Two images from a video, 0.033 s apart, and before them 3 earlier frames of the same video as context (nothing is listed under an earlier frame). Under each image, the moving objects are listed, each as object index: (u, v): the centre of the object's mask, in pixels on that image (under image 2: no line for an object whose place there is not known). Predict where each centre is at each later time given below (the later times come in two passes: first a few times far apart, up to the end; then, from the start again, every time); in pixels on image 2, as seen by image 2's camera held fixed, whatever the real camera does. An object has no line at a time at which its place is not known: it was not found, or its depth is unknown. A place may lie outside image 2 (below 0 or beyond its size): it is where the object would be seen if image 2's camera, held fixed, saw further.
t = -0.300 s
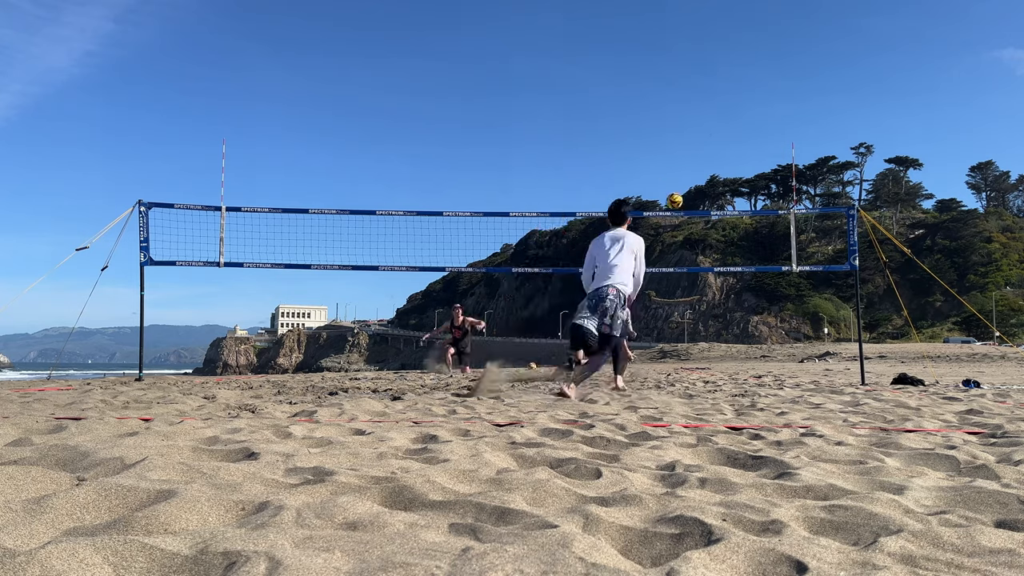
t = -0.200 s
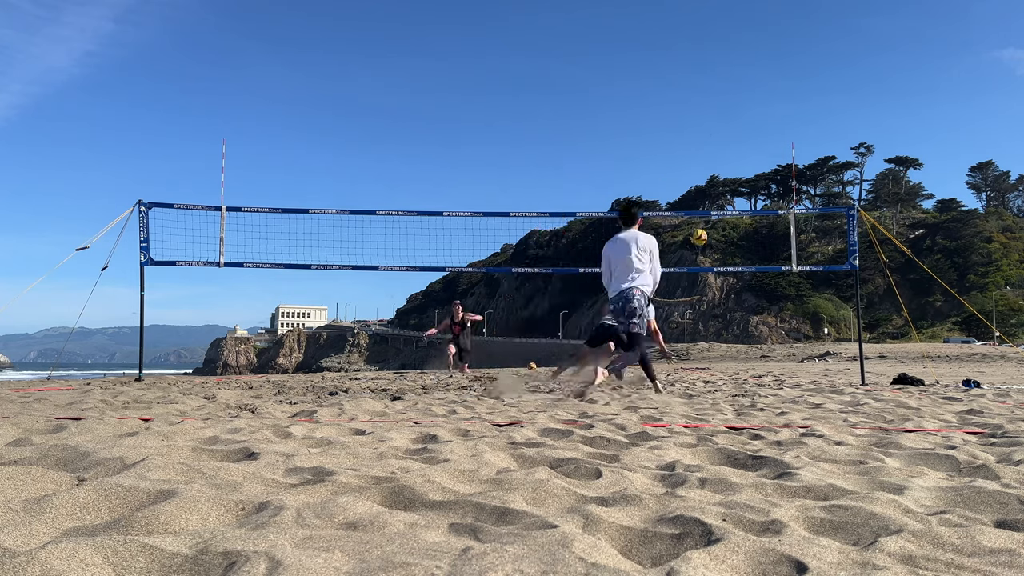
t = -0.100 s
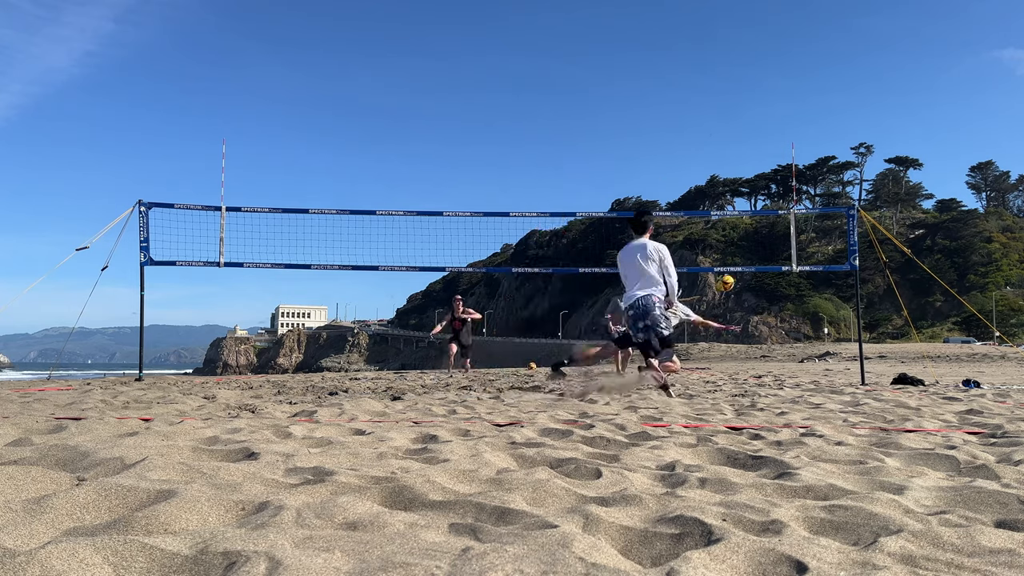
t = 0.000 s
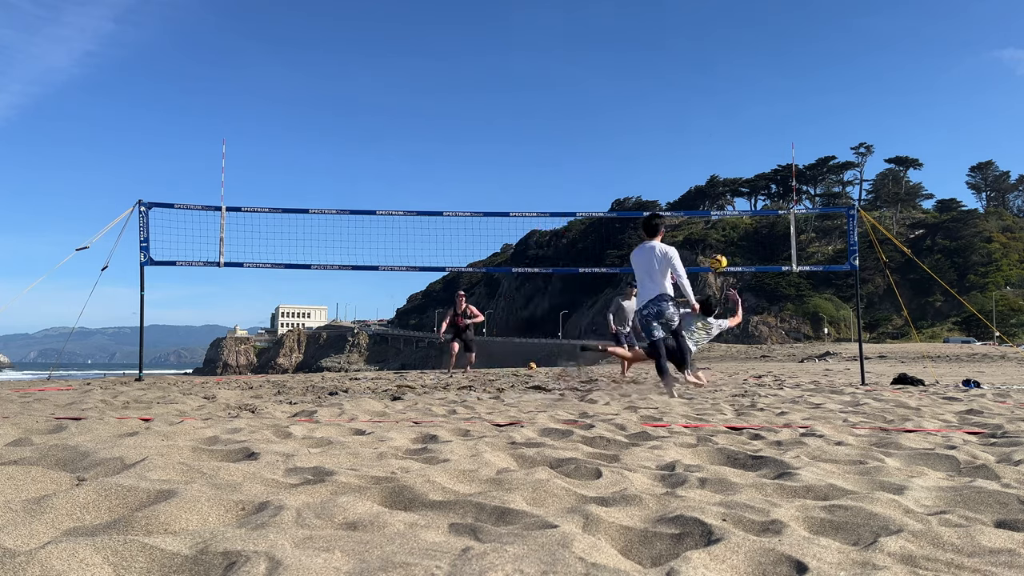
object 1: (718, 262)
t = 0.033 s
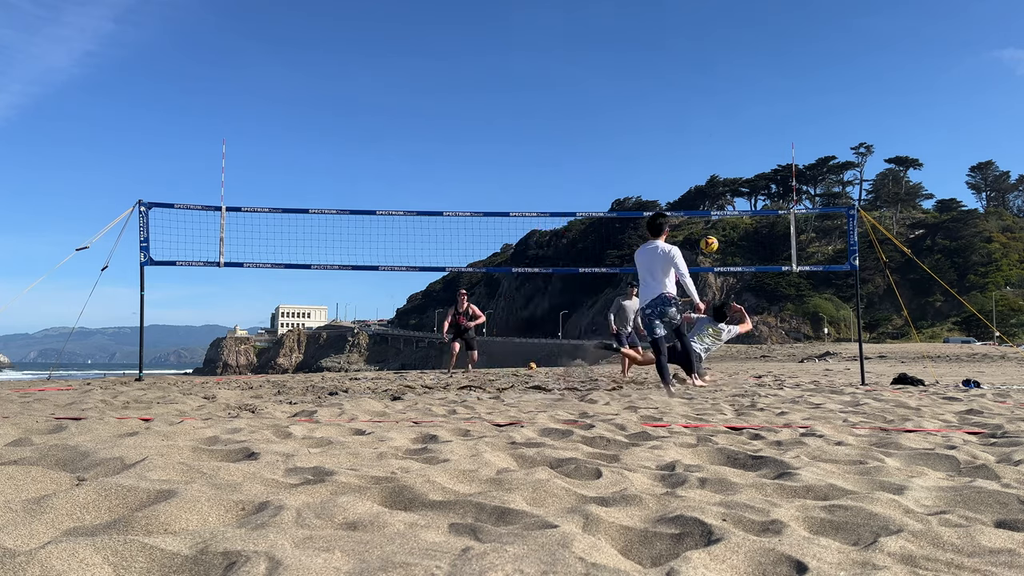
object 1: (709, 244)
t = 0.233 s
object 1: (656, 153)
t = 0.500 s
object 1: (586, 82)
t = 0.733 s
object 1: (526, 67)
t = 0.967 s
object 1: (466, 100)
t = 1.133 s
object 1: (423, 156)
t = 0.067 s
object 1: (700, 226)
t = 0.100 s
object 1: (691, 209)
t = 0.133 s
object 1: (682, 195)
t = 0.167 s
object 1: (673, 180)
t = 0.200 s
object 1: (665, 166)
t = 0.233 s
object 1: (656, 153)
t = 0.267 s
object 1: (648, 141)
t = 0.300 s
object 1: (638, 130)
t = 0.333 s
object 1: (630, 120)
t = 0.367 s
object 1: (621, 111)
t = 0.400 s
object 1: (612, 102)
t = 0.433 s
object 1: (604, 94)
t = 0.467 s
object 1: (595, 88)
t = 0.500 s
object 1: (586, 82)
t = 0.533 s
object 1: (578, 77)
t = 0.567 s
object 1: (569, 73)
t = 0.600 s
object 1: (560, 70)
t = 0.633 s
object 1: (552, 68)
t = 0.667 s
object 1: (543, 67)
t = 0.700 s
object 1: (534, 66)
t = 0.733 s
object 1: (526, 67)
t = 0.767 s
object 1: (517, 69)
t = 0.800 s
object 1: (508, 72)
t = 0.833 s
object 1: (500, 75)
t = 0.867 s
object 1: (491, 80)
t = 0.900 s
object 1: (483, 86)
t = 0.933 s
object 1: (474, 93)
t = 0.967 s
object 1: (466, 100)
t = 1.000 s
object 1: (457, 110)
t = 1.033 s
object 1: (449, 119)
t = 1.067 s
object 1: (440, 130)
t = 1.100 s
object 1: (432, 143)
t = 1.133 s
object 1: (423, 156)
